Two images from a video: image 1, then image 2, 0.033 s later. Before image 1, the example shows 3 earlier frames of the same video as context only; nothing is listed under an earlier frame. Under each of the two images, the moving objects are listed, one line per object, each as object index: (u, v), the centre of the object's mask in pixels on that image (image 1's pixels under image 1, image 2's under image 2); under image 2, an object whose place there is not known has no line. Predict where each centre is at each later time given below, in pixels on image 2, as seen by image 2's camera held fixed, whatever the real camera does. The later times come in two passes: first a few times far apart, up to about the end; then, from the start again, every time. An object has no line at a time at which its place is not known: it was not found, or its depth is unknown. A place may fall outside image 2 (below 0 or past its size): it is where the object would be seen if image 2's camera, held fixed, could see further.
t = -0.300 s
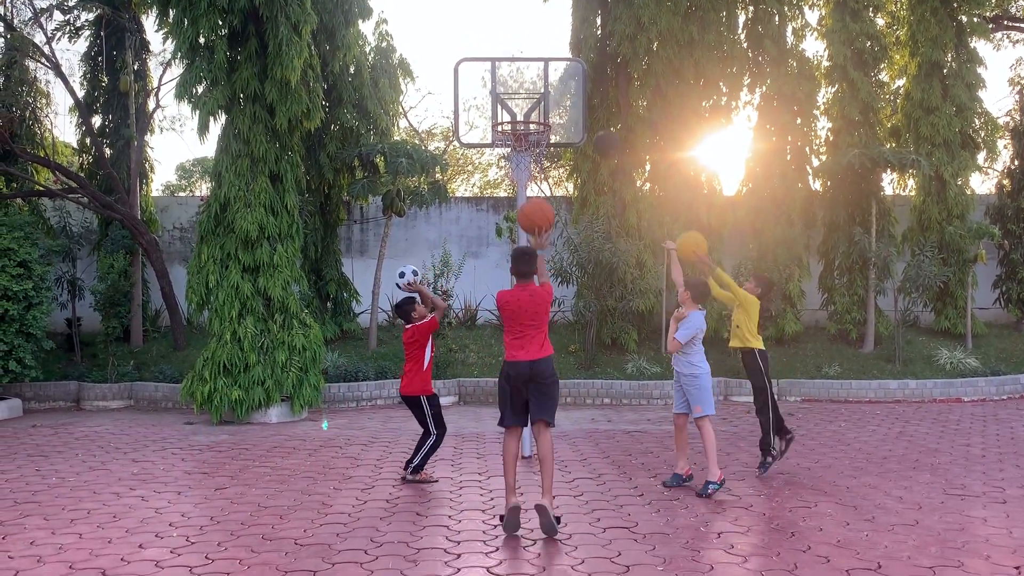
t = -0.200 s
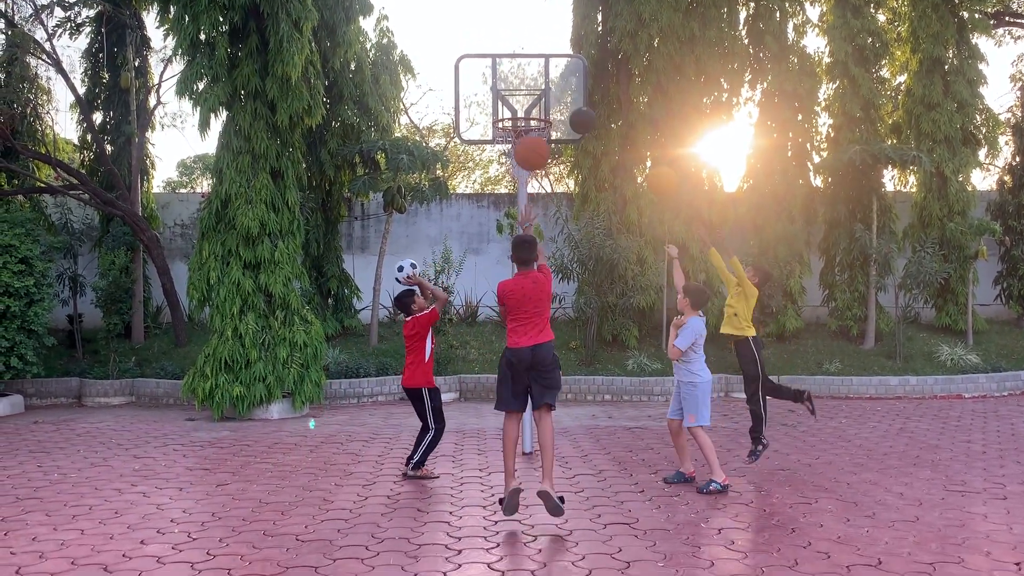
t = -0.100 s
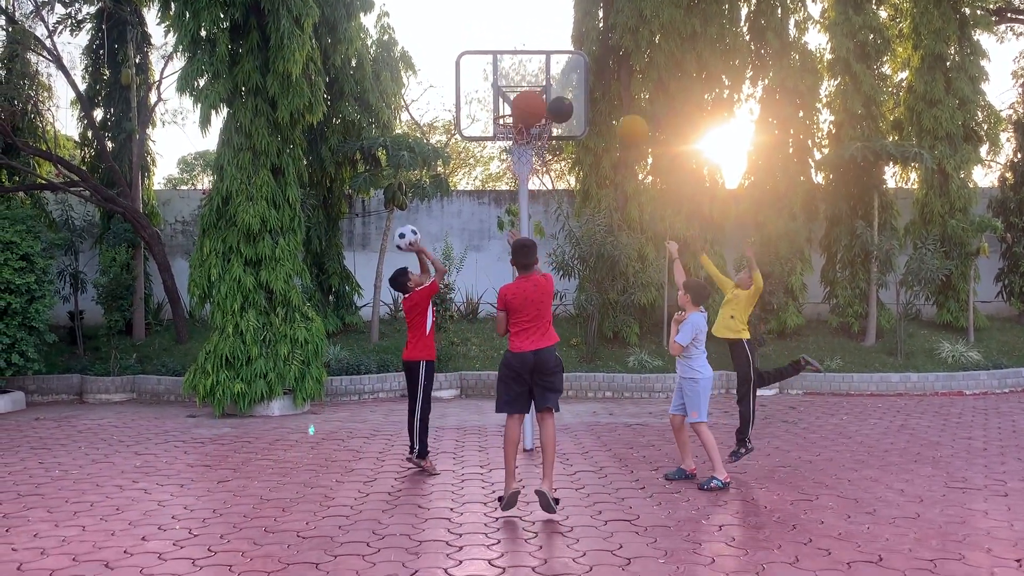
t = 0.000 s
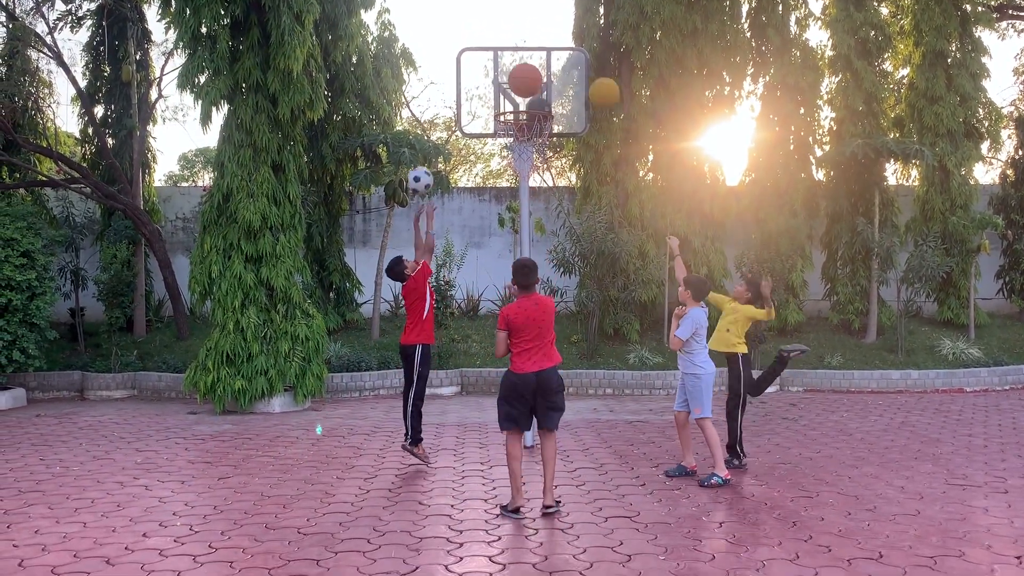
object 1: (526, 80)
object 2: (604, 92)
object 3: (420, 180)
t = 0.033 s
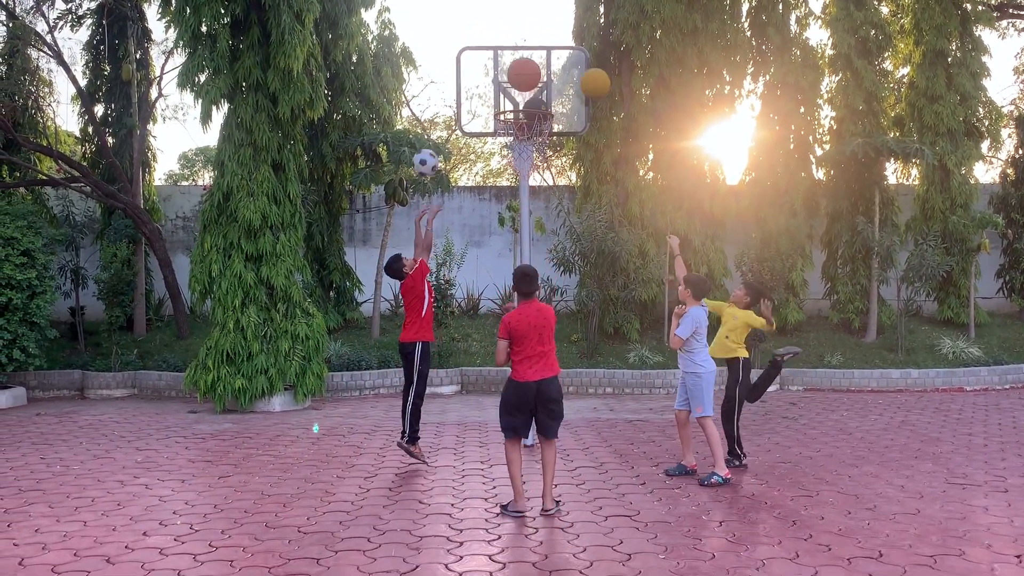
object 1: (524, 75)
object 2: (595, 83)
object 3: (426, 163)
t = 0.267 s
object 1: (517, 83)
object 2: (546, 74)
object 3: (463, 88)
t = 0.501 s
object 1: (519, 104)
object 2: (533, 79)
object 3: (501, 83)
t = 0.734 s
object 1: (522, 128)
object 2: (532, 91)
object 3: (505, 103)
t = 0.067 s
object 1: (523, 72)
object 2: (586, 76)
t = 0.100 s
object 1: (522, 70)
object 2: (579, 72)
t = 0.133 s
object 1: (521, 70)
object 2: (572, 70)
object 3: (442, 122)
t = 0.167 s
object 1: (520, 71)
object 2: (566, 69)
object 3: (447, 111)
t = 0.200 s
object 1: (519, 74)
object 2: (559, 69)
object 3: (452, 102)
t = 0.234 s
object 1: (518, 78)
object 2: (553, 71)
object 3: (458, 94)
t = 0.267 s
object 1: (517, 83)
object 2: (546, 74)
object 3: (463, 88)
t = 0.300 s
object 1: (516, 90)
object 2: (540, 78)
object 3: (469, 83)
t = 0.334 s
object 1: (516, 97)
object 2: (536, 82)
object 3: (474, 80)
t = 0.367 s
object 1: (509, 105)
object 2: (533, 84)
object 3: (480, 77)
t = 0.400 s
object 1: (510, 103)
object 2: (532, 83)
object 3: (484, 77)
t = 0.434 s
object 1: (513, 105)
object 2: (533, 81)
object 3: (490, 77)
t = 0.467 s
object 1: (516, 103)
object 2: (533, 79)
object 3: (495, 80)
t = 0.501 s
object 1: (519, 104)
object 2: (533, 79)
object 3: (501, 83)
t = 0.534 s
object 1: (522, 105)
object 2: (534, 80)
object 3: (505, 86)
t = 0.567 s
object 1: (526, 109)
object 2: (534, 82)
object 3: (507, 87)
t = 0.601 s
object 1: (528, 111)
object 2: (535, 85)
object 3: (508, 89)
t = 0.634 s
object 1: (527, 114)
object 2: (534, 87)
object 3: (508, 91)
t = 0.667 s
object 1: (526, 117)
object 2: (534, 87)
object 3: (509, 95)
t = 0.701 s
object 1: (525, 121)
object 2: (533, 88)
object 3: (507, 99)
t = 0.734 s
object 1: (522, 128)
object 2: (532, 91)
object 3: (505, 103)
